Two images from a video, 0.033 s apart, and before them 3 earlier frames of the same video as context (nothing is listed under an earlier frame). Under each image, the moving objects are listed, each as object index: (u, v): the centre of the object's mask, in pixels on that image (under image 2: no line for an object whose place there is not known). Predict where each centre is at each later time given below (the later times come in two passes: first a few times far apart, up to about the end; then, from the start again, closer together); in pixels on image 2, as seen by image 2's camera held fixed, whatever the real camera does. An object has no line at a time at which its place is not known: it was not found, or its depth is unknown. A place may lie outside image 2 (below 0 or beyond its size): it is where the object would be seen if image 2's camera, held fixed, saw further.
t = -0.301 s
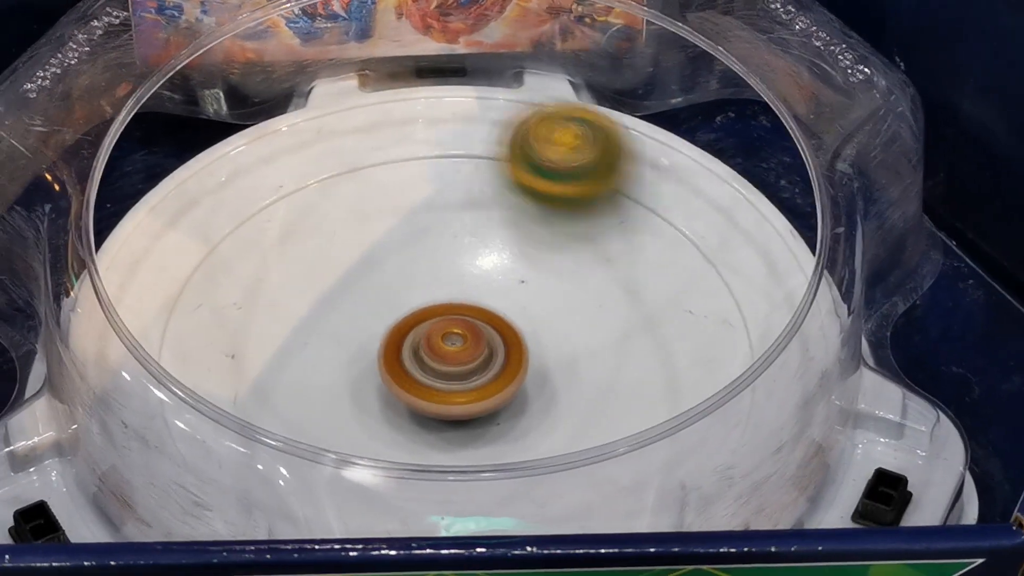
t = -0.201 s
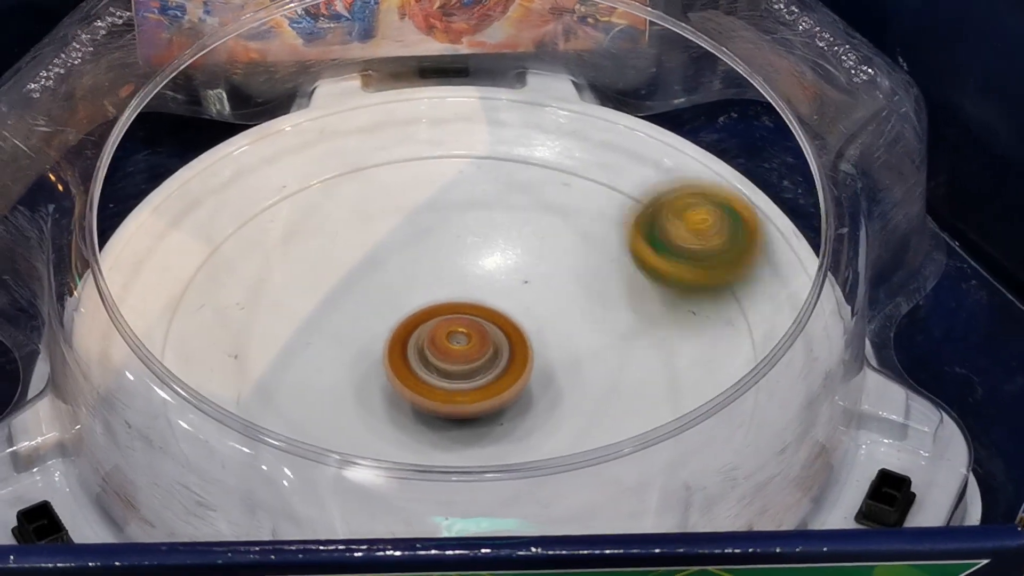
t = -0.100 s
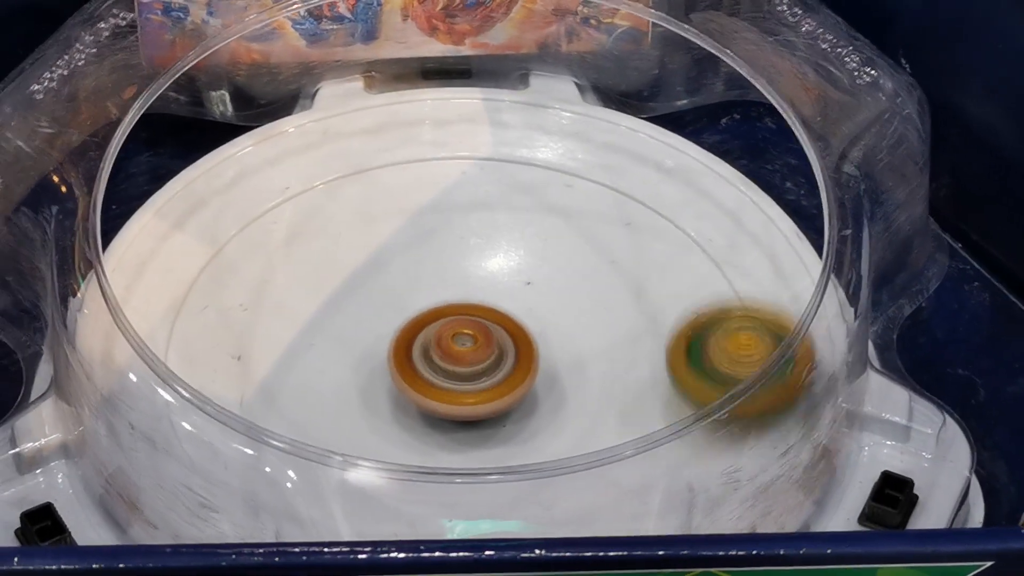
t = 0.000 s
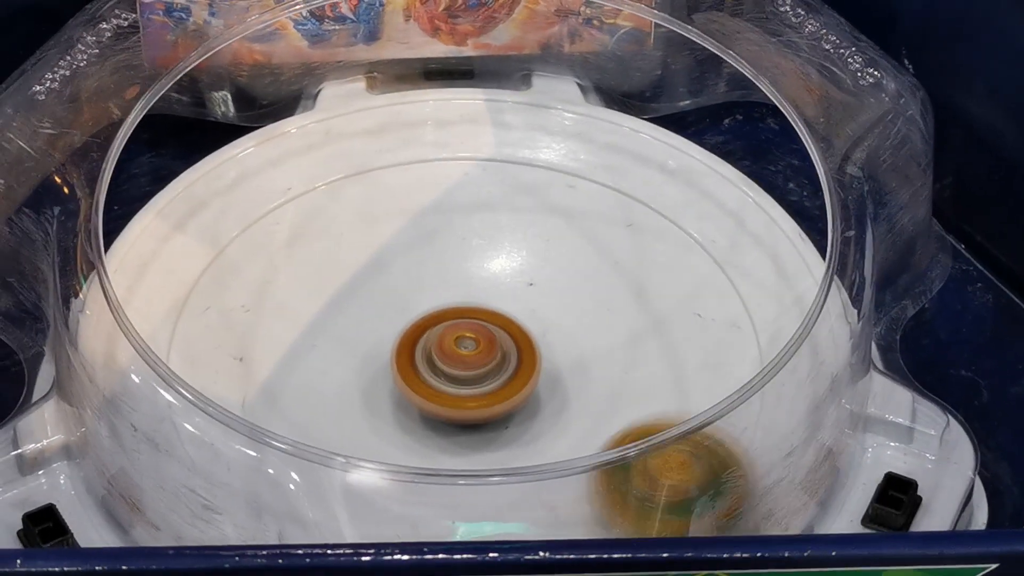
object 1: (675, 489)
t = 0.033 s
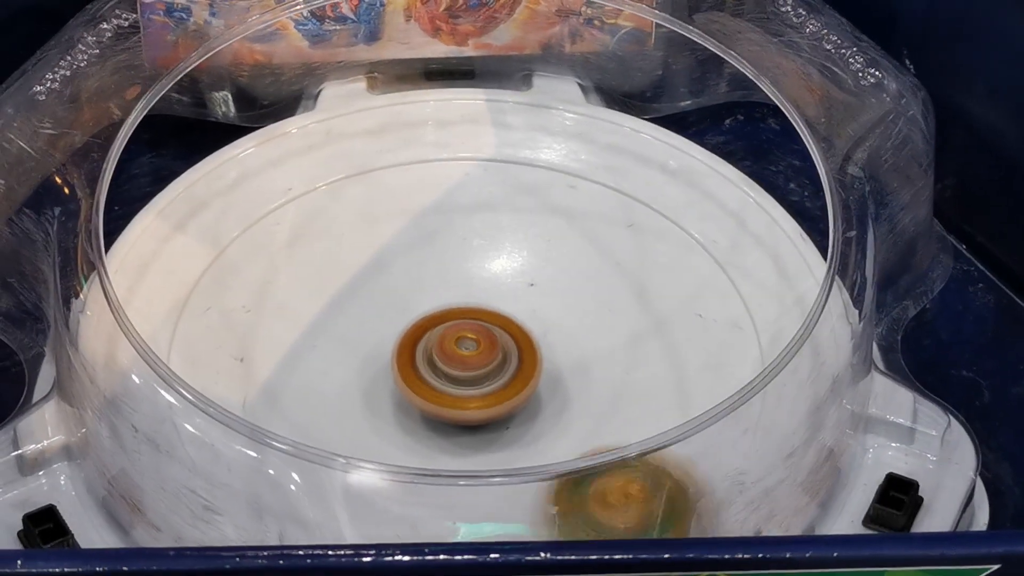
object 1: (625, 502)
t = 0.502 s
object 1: (312, 175)
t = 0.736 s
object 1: (669, 205)
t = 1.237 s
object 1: (240, 463)
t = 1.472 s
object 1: (280, 204)
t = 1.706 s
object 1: (632, 191)
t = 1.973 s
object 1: (680, 487)
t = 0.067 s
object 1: (565, 511)
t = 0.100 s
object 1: (501, 515)
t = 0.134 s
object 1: (435, 516)
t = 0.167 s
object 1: (366, 512)
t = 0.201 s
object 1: (308, 504)
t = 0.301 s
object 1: (199, 404)
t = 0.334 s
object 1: (191, 357)
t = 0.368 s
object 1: (196, 314)
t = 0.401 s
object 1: (207, 274)
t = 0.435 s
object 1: (232, 238)
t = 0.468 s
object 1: (267, 203)
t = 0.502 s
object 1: (312, 175)
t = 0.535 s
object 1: (361, 155)
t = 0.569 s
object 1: (416, 145)
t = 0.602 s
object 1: (470, 145)
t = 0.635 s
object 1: (523, 148)
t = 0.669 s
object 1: (575, 161)
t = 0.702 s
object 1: (625, 181)
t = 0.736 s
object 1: (669, 205)
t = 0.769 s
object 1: (703, 238)
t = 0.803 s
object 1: (731, 277)
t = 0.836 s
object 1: (738, 317)
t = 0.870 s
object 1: (742, 358)
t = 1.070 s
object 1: (517, 514)
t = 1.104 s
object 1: (451, 515)
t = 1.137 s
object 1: (379, 507)
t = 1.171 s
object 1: (328, 505)
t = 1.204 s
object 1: (278, 497)
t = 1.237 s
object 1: (240, 463)
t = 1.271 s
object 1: (211, 426)
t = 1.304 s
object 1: (198, 382)
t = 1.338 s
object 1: (204, 337)
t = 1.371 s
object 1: (199, 303)
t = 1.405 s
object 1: (216, 267)
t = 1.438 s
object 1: (242, 234)
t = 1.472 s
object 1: (280, 204)
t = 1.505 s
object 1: (322, 180)
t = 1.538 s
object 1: (371, 162)
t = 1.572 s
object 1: (422, 155)
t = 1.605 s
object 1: (479, 152)
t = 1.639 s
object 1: (533, 158)
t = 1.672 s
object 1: (583, 171)
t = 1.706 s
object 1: (632, 191)
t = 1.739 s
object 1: (674, 216)
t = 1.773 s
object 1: (709, 249)
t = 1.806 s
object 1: (736, 287)
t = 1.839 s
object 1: (737, 322)
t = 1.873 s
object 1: (741, 366)
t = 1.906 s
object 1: (733, 410)
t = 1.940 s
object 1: (710, 444)
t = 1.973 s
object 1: (680, 487)
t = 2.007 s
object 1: (627, 499)
